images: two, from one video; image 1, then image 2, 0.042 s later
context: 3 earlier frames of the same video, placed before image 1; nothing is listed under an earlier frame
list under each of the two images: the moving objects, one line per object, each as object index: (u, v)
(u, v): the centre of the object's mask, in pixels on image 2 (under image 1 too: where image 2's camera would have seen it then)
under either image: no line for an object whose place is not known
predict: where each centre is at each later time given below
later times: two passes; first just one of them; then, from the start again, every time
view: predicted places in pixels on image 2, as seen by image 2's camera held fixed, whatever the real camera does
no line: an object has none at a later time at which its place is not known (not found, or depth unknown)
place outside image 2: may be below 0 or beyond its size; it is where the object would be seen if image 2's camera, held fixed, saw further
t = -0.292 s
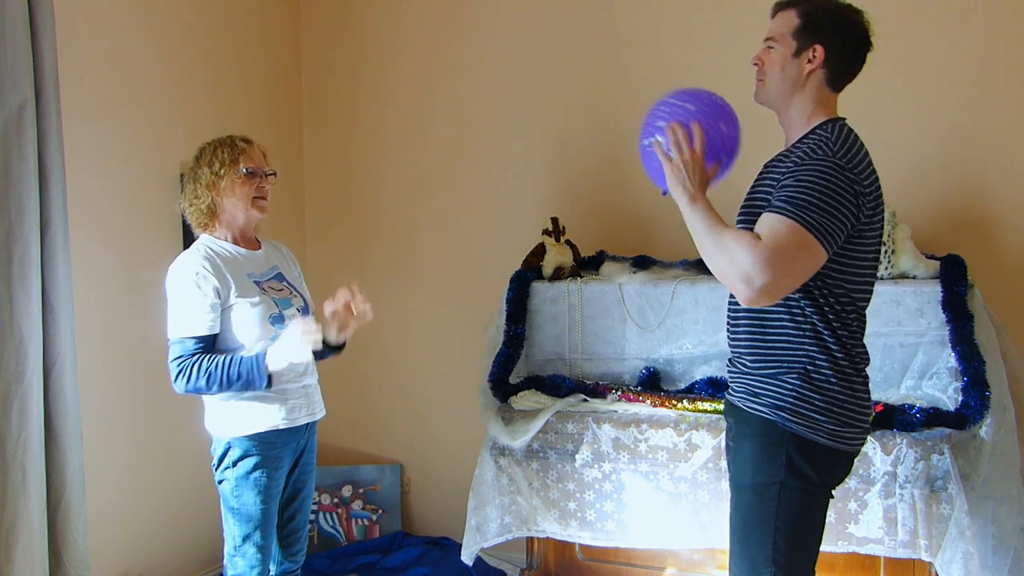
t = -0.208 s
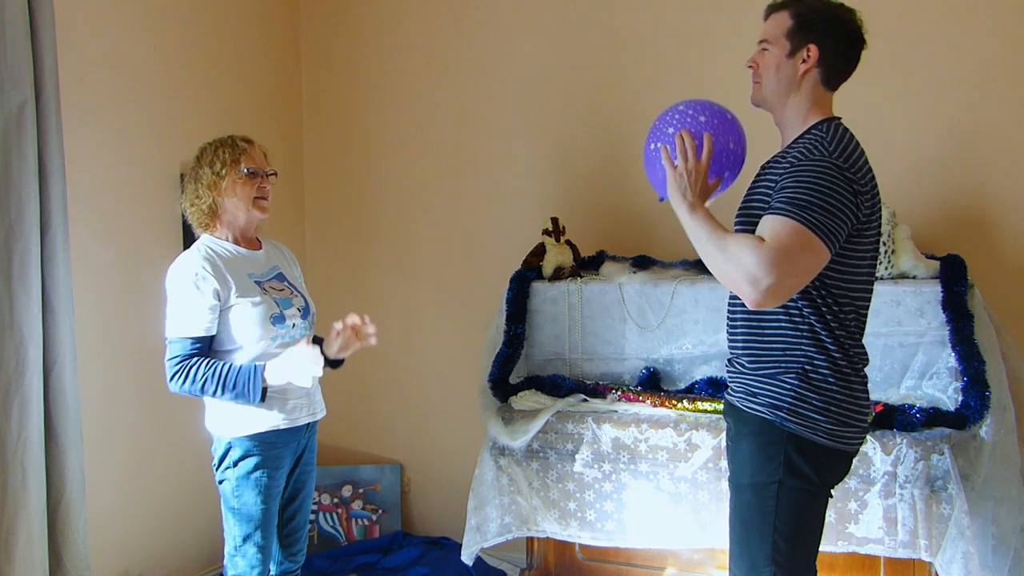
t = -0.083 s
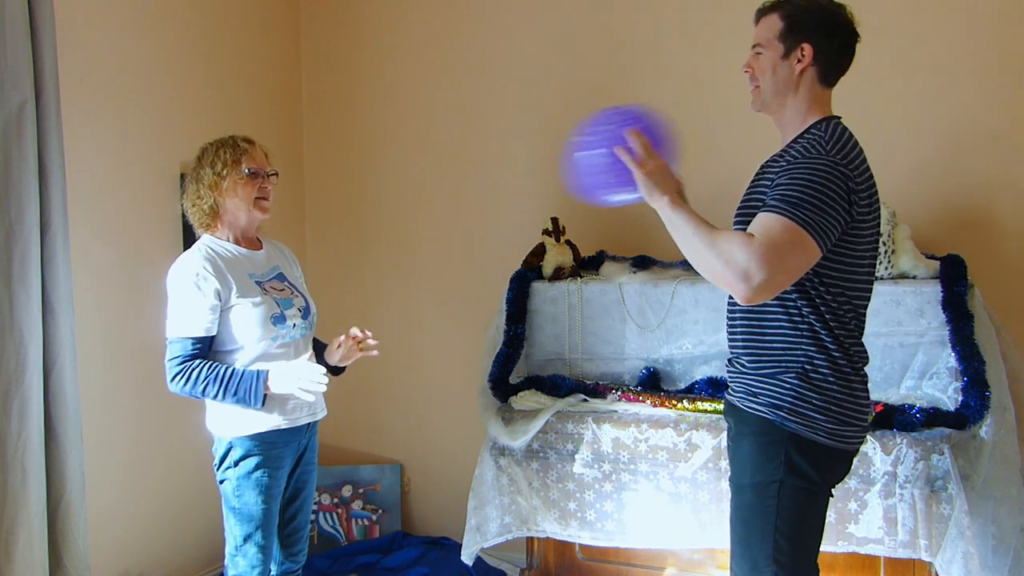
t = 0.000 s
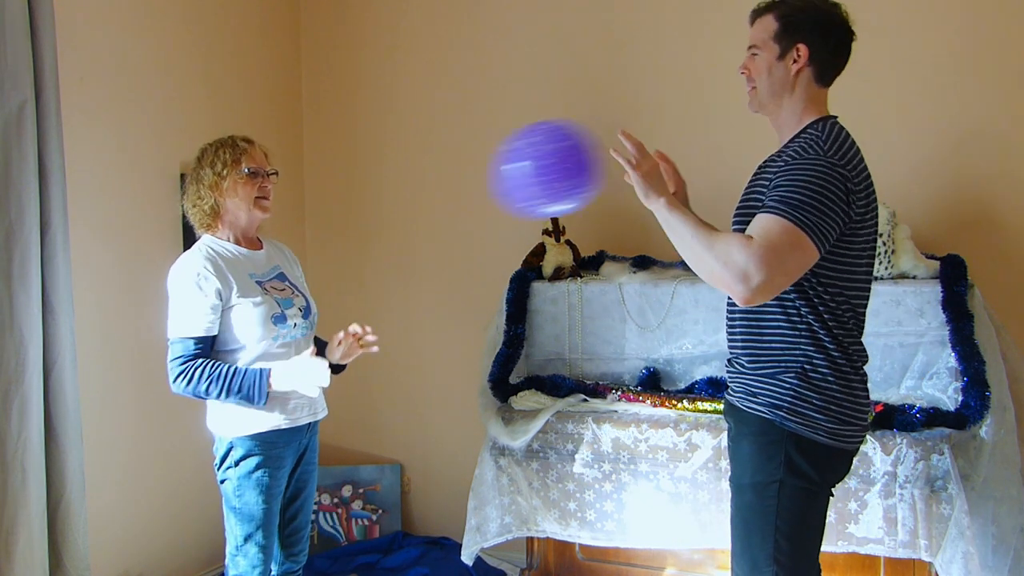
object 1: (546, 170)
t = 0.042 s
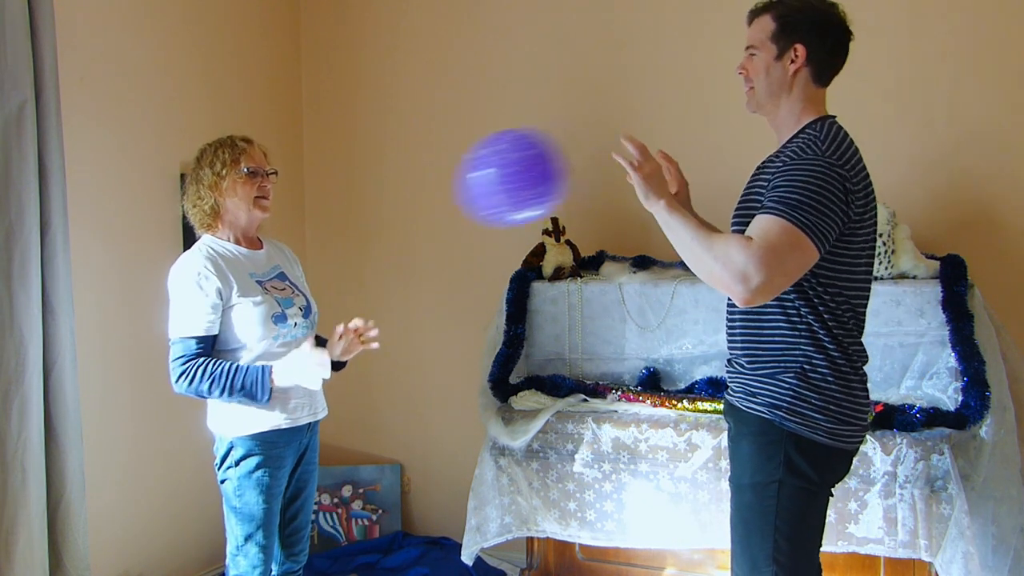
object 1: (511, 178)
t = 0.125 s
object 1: (447, 198)
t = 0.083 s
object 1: (479, 187)
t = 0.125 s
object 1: (447, 198)
